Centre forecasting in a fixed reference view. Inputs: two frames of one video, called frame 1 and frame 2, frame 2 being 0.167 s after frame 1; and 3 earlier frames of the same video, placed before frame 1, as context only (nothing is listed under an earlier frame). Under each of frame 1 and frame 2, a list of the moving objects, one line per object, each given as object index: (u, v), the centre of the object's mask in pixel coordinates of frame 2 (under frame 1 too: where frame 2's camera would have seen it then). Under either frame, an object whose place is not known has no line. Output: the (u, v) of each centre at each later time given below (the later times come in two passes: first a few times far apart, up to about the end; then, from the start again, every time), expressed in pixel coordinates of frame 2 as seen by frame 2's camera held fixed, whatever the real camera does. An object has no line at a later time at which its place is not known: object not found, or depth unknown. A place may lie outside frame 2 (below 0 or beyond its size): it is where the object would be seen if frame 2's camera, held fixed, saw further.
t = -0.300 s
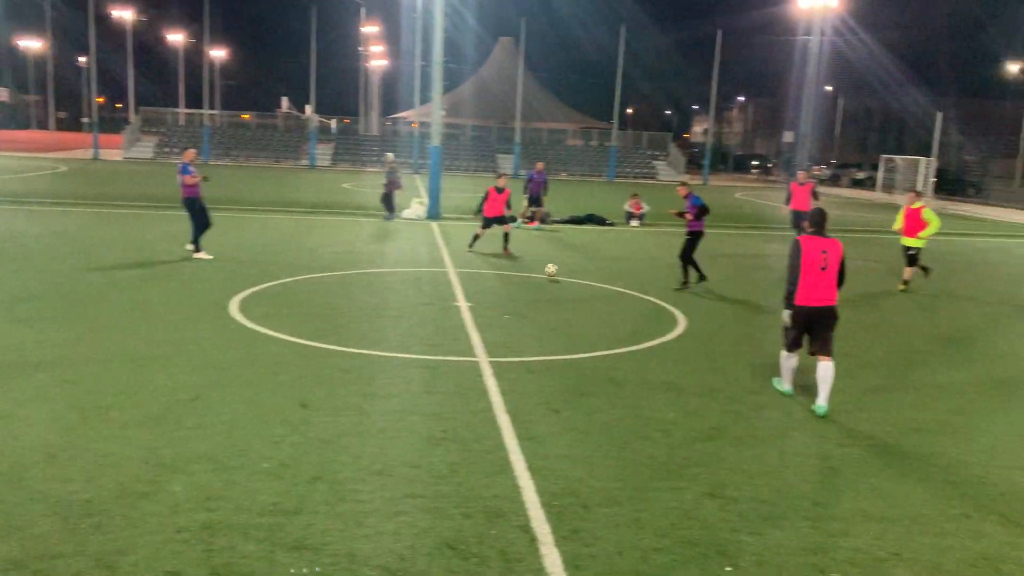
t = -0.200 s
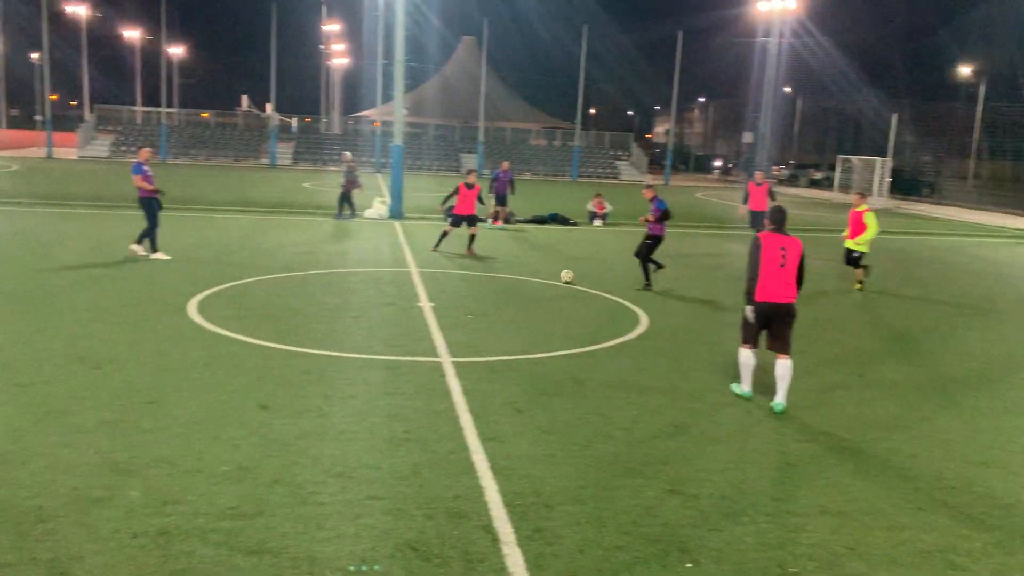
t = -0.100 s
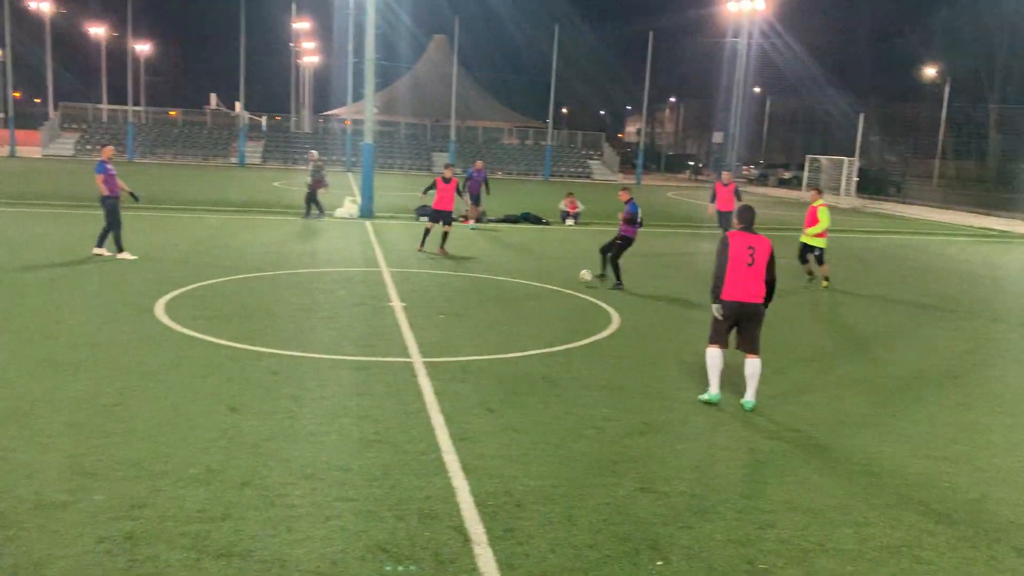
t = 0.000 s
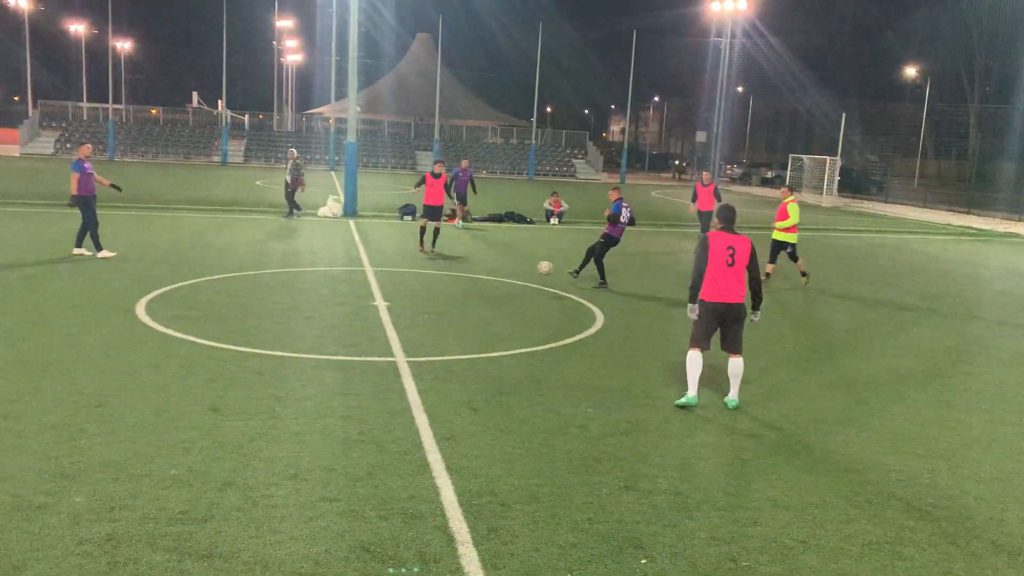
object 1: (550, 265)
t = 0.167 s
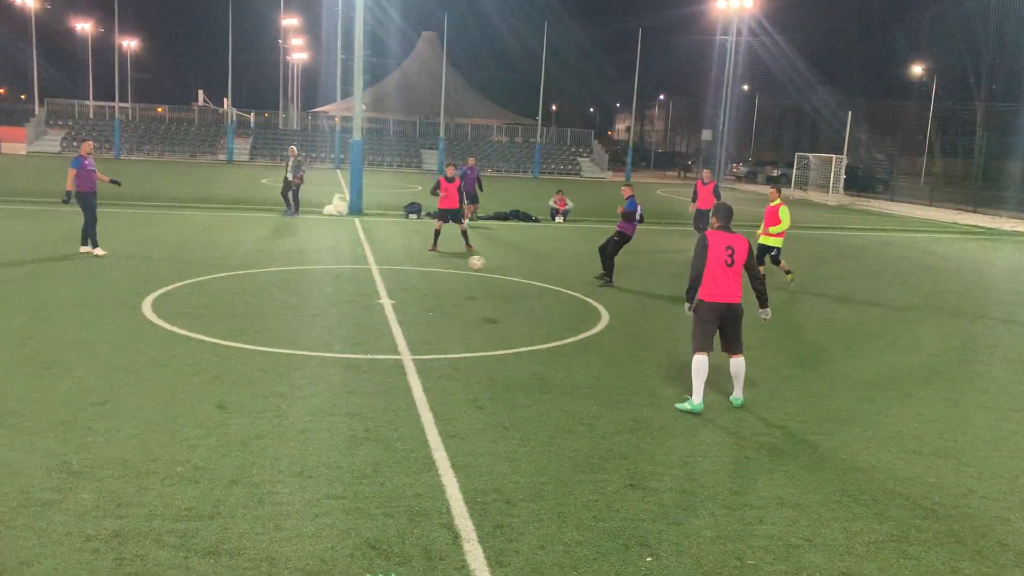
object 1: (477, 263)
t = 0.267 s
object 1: (423, 271)
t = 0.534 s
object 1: (224, 350)
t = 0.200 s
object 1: (460, 265)
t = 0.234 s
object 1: (442, 267)
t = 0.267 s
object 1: (423, 271)
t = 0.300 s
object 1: (403, 275)
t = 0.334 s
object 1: (382, 282)
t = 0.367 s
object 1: (360, 288)
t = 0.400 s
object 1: (336, 297)
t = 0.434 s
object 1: (311, 307)
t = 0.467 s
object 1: (284, 319)
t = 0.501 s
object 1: (255, 333)
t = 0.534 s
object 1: (224, 350)
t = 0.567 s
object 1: (191, 369)
